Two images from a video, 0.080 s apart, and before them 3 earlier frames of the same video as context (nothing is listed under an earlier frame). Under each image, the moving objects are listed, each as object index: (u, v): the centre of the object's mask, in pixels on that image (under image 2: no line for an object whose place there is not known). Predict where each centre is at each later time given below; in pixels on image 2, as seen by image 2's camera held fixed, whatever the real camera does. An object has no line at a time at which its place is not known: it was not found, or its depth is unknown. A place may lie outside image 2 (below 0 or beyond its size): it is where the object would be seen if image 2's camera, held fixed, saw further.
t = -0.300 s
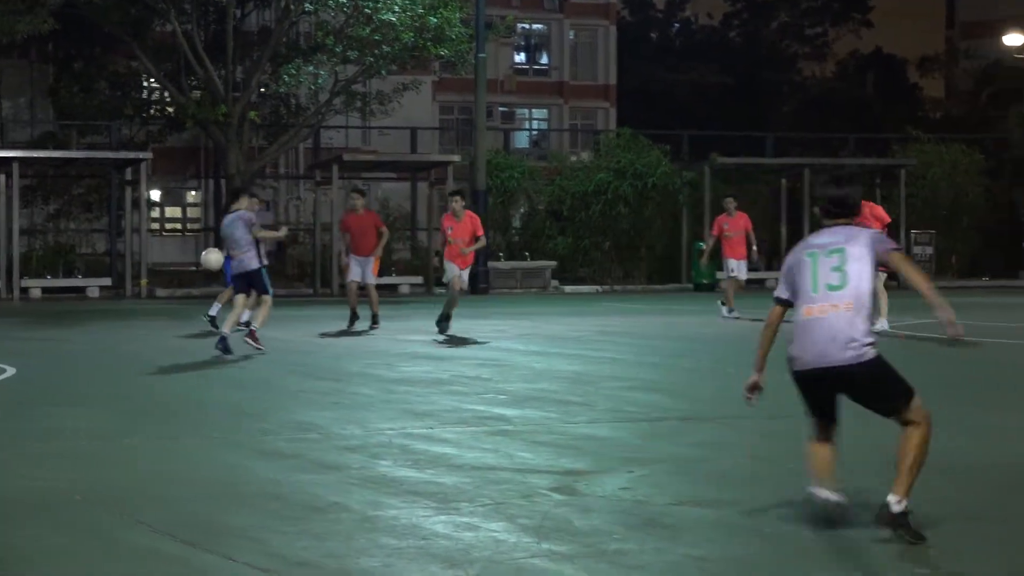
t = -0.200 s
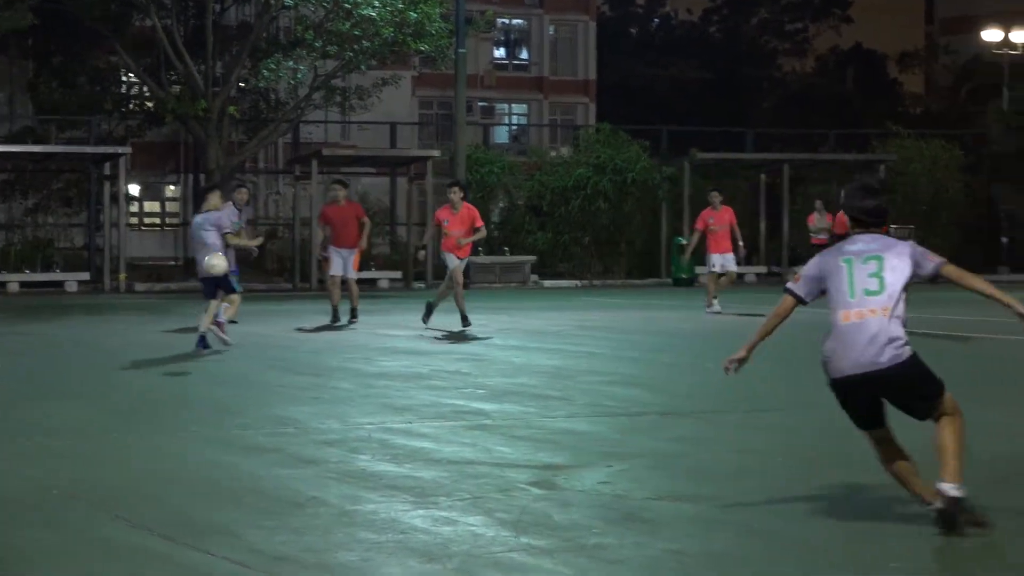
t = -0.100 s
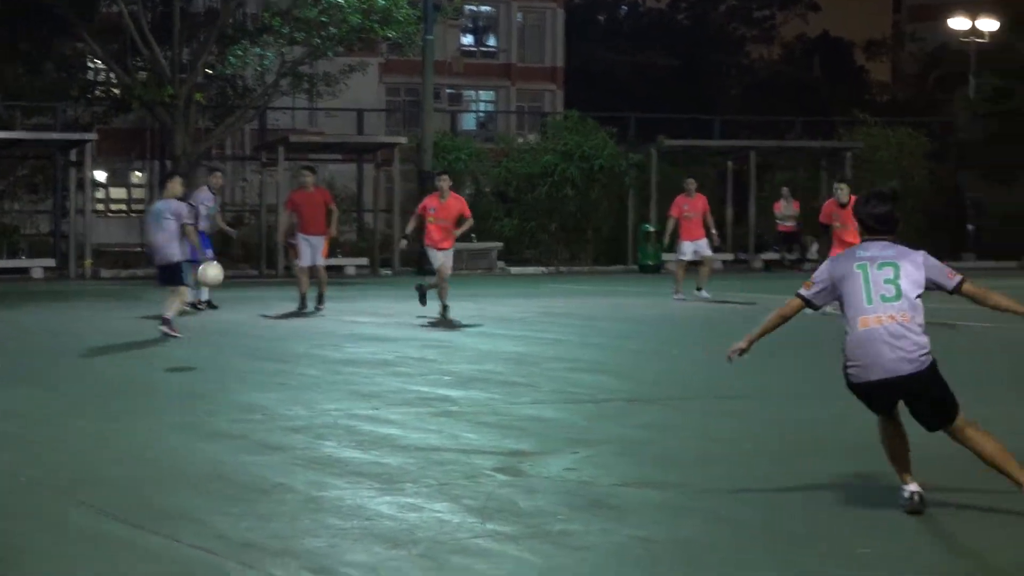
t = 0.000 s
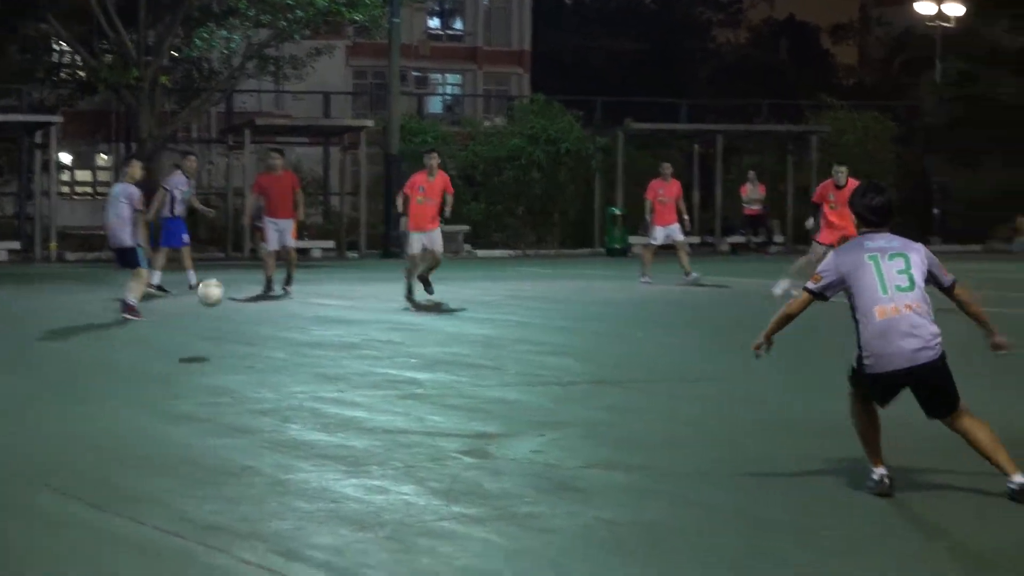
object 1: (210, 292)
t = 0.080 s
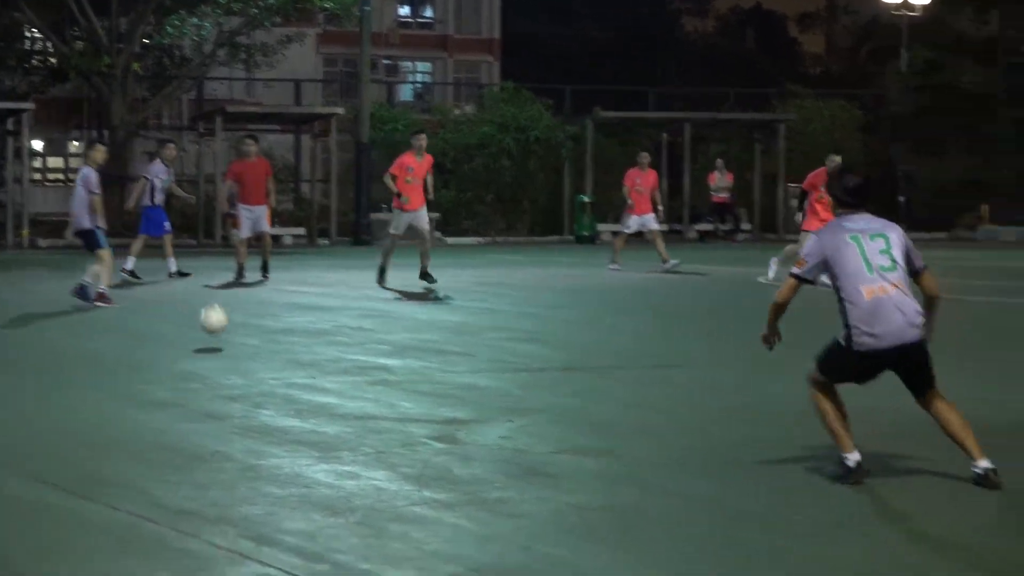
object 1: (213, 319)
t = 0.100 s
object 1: (221, 330)
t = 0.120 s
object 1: (228, 329)
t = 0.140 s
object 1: (236, 325)
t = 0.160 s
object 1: (242, 320)
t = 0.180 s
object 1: (249, 316)
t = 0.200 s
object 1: (256, 313)
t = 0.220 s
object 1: (262, 308)
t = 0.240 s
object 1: (270, 304)
